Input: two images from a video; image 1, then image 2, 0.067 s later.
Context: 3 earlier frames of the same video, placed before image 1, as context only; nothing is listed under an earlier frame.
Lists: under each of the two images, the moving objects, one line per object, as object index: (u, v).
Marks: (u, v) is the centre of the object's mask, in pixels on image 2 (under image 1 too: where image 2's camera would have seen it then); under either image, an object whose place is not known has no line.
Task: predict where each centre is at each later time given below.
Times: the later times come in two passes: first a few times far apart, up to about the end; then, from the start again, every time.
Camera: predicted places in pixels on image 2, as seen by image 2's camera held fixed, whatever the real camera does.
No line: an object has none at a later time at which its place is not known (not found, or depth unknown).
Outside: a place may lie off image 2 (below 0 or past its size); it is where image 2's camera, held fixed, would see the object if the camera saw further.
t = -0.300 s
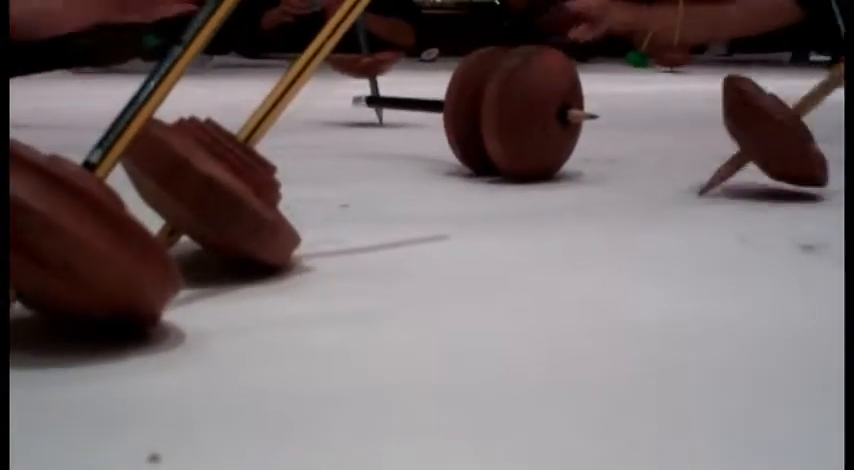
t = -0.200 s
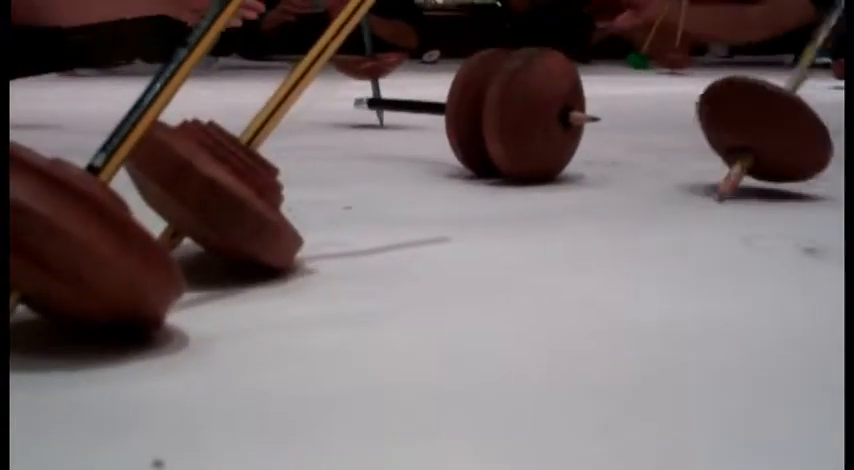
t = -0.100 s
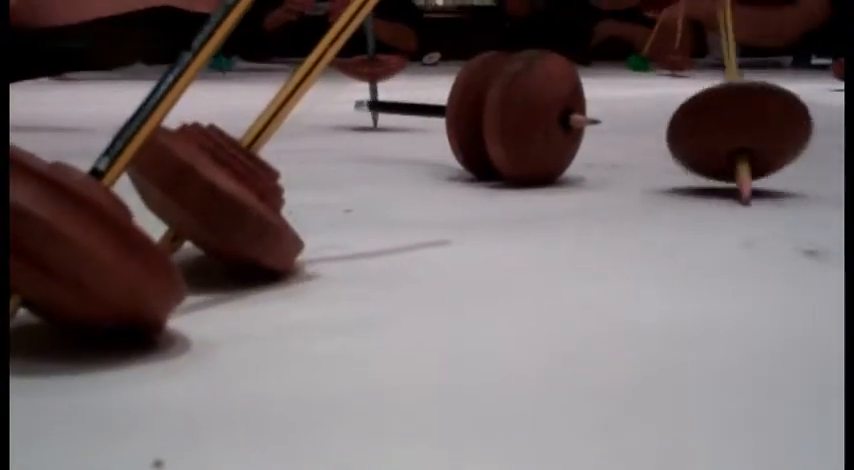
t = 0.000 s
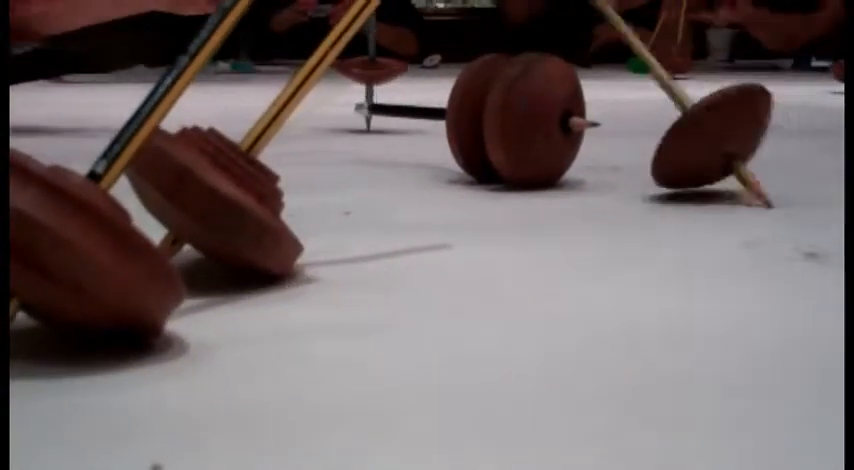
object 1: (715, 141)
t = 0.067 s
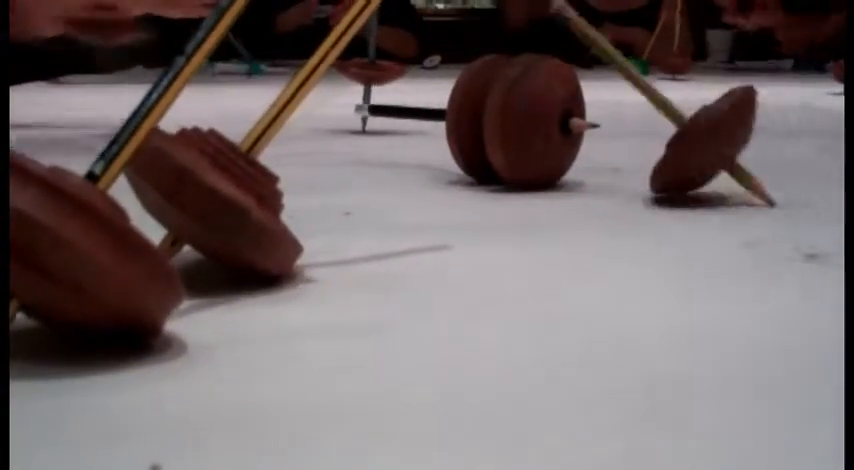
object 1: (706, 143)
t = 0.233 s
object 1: (723, 150)
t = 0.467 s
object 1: (770, 152)
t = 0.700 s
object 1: (746, 141)
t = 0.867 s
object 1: (714, 145)
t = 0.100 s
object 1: (705, 144)
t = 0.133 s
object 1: (706, 145)
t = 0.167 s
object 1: (710, 146)
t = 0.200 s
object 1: (716, 148)
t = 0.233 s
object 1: (723, 150)
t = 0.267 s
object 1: (732, 149)
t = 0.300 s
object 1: (741, 150)
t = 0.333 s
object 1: (750, 151)
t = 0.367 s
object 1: (760, 149)
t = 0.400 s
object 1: (764, 151)
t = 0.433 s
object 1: (769, 152)
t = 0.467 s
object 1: (770, 152)
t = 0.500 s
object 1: (777, 150)
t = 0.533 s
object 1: (778, 149)
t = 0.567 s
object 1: (773, 151)
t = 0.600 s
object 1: (772, 147)
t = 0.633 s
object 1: (764, 143)
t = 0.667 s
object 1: (756, 141)
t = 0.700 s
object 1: (746, 141)
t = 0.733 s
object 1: (738, 140)
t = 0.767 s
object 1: (729, 140)
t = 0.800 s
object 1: (723, 141)
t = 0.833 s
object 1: (717, 143)
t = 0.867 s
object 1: (714, 145)
